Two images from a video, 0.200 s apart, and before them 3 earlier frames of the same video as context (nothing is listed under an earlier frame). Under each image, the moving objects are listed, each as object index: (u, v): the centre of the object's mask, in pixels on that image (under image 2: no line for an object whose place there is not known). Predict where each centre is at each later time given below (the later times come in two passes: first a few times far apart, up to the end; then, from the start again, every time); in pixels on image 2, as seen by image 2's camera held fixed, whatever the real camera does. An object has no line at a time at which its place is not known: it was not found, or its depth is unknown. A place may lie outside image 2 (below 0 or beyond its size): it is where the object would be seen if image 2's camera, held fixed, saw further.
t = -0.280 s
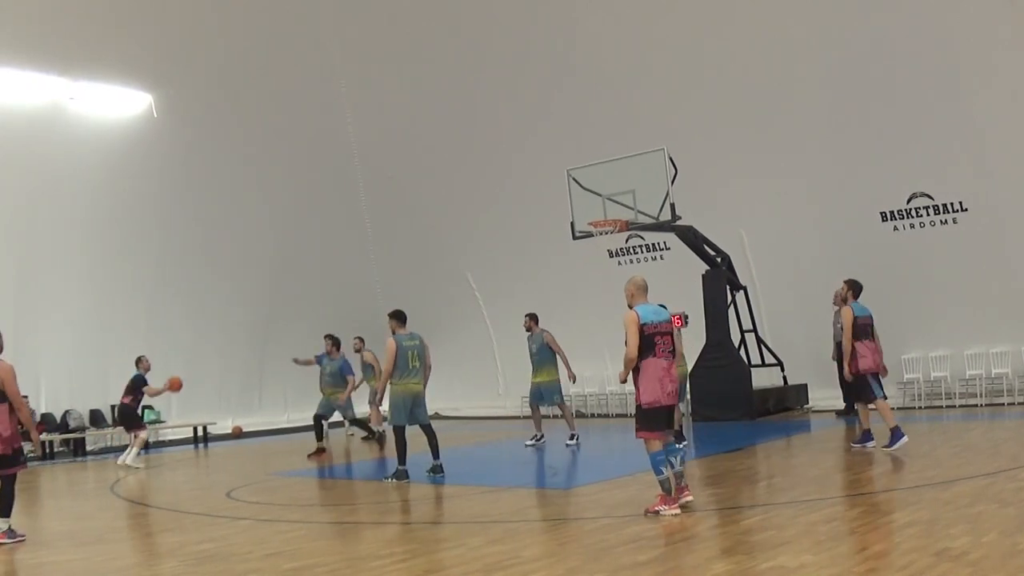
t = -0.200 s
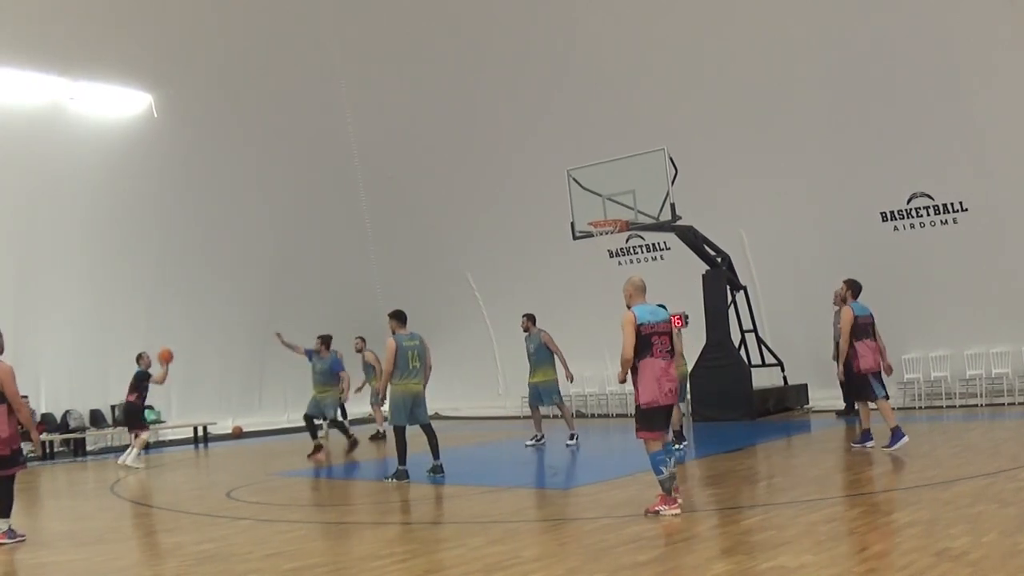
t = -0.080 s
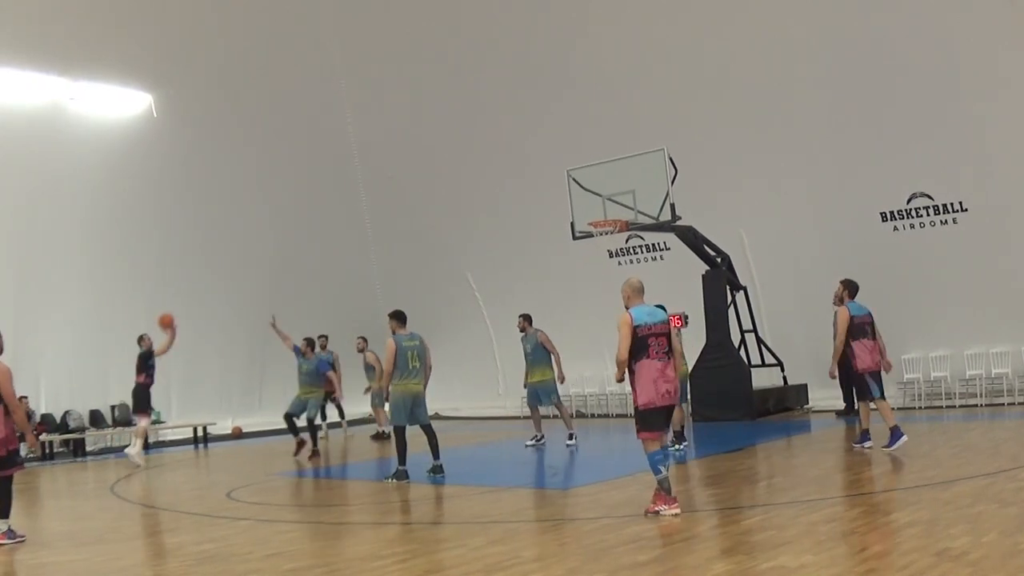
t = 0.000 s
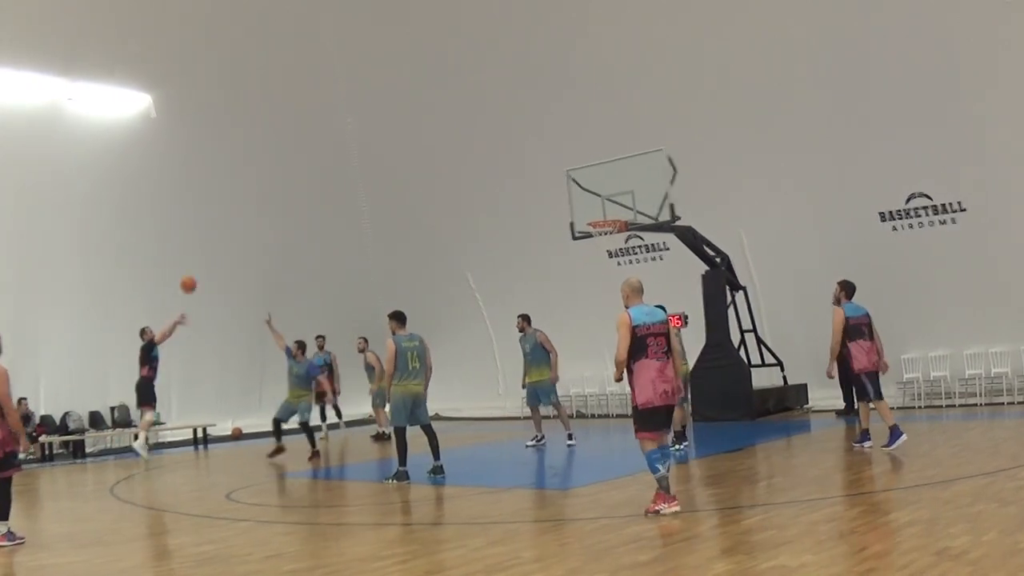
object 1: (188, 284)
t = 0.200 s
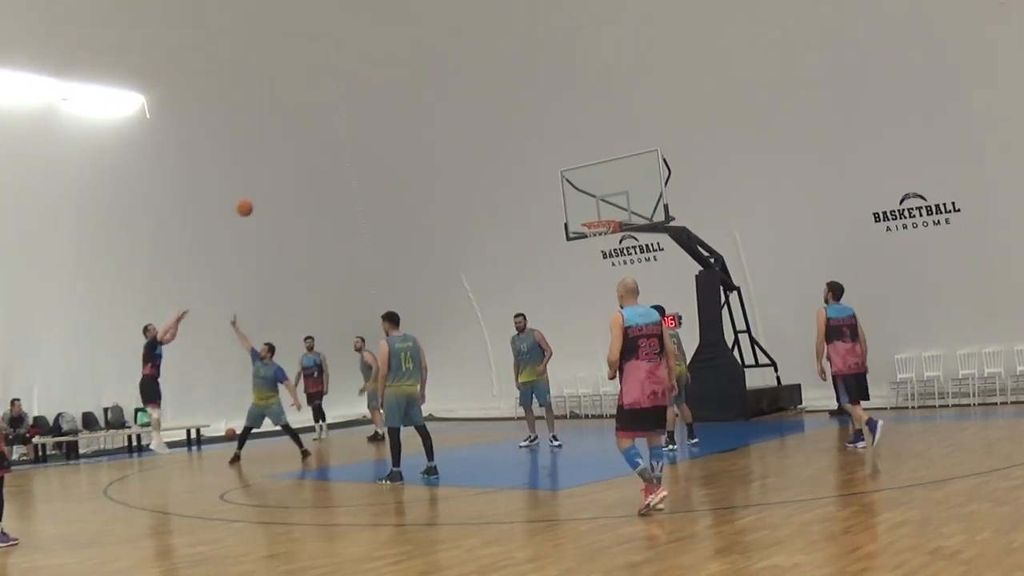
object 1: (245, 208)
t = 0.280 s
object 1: (270, 184)
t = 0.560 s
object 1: (361, 136)
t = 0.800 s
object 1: (443, 137)
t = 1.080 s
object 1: (538, 182)
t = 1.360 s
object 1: (609, 195)
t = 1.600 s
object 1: (636, 188)
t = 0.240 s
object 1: (257, 196)
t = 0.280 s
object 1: (270, 184)
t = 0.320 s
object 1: (282, 174)
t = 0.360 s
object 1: (295, 165)
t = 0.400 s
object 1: (308, 157)
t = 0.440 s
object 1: (321, 150)
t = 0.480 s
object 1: (335, 144)
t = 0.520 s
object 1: (348, 139)
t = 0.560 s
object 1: (361, 136)
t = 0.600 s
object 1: (374, 133)
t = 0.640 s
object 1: (388, 132)
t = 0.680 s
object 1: (402, 132)
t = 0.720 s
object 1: (415, 133)
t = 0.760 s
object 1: (429, 134)
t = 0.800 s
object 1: (443, 137)
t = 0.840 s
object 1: (456, 140)
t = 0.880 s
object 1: (470, 144)
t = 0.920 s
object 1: (483, 149)
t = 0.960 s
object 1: (497, 156)
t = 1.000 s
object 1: (511, 163)
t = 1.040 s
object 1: (525, 172)
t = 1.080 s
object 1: (538, 182)
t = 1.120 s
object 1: (553, 193)
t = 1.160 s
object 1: (567, 206)
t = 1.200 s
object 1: (580, 217)
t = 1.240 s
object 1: (587, 210)
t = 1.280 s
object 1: (595, 204)
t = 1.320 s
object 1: (601, 199)
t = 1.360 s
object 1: (609, 195)
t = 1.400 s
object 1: (616, 192)
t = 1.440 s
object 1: (624, 190)
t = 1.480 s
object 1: (631, 189)
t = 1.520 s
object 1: (633, 188)
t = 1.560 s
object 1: (634, 188)
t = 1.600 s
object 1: (636, 188)
